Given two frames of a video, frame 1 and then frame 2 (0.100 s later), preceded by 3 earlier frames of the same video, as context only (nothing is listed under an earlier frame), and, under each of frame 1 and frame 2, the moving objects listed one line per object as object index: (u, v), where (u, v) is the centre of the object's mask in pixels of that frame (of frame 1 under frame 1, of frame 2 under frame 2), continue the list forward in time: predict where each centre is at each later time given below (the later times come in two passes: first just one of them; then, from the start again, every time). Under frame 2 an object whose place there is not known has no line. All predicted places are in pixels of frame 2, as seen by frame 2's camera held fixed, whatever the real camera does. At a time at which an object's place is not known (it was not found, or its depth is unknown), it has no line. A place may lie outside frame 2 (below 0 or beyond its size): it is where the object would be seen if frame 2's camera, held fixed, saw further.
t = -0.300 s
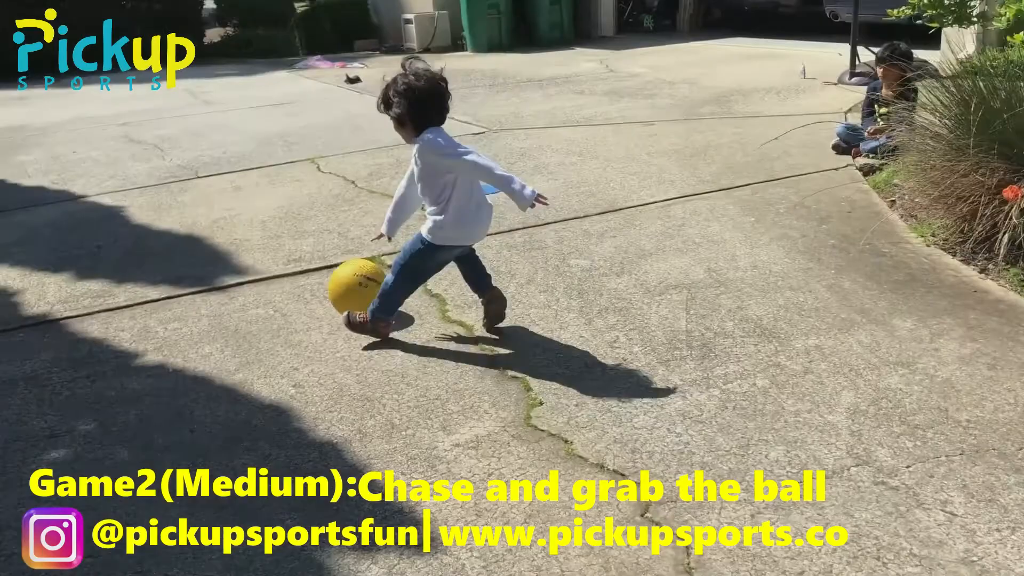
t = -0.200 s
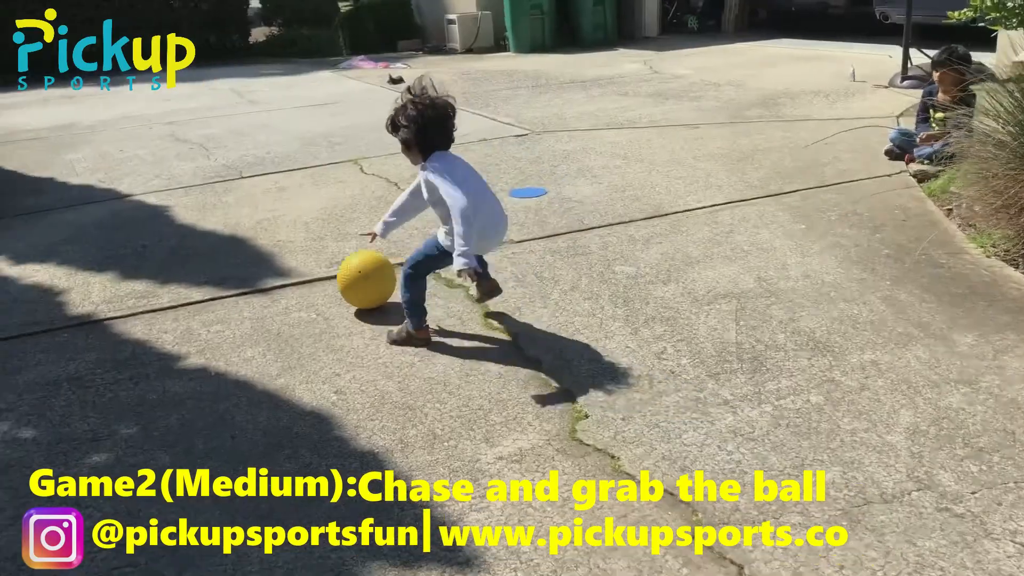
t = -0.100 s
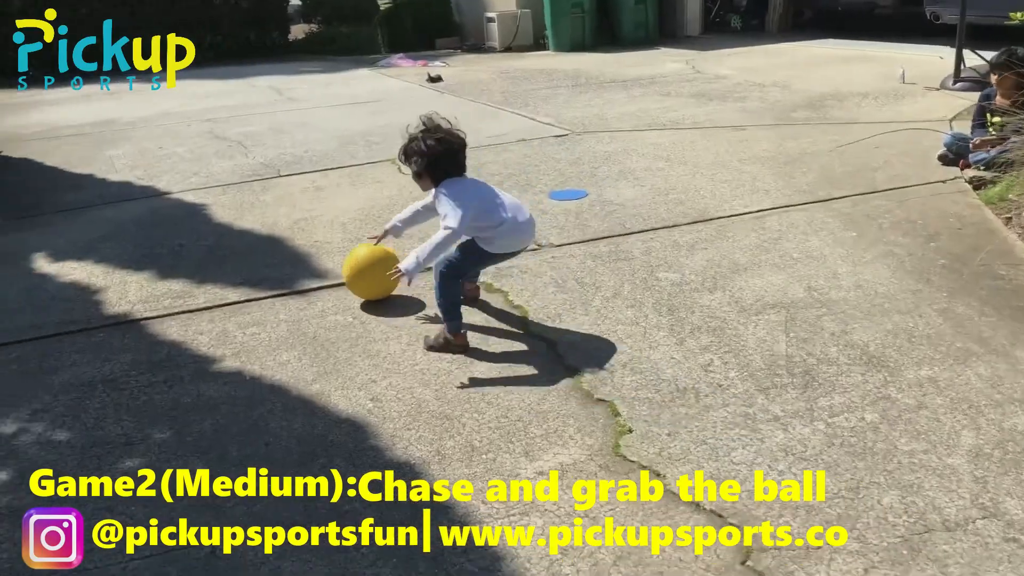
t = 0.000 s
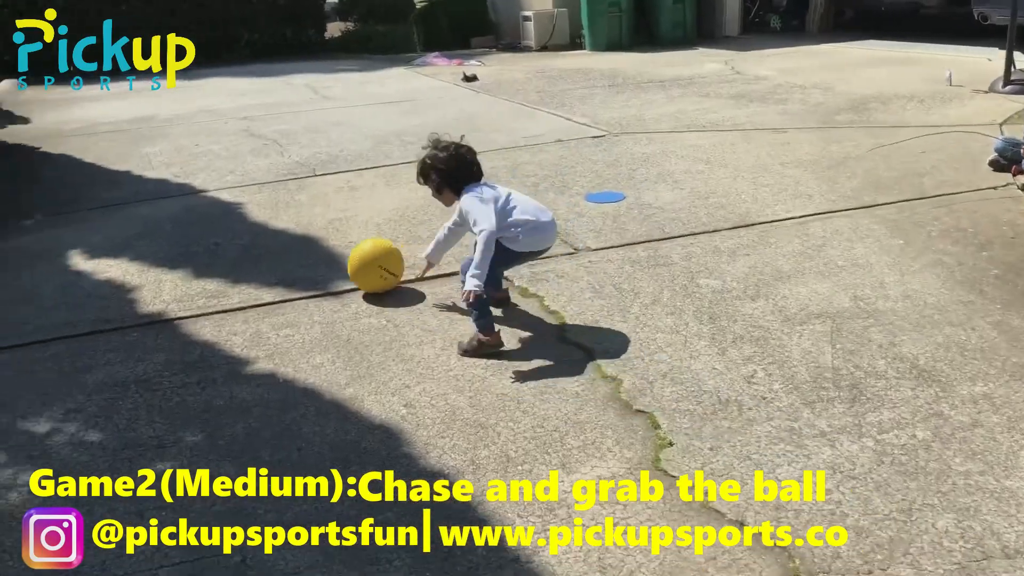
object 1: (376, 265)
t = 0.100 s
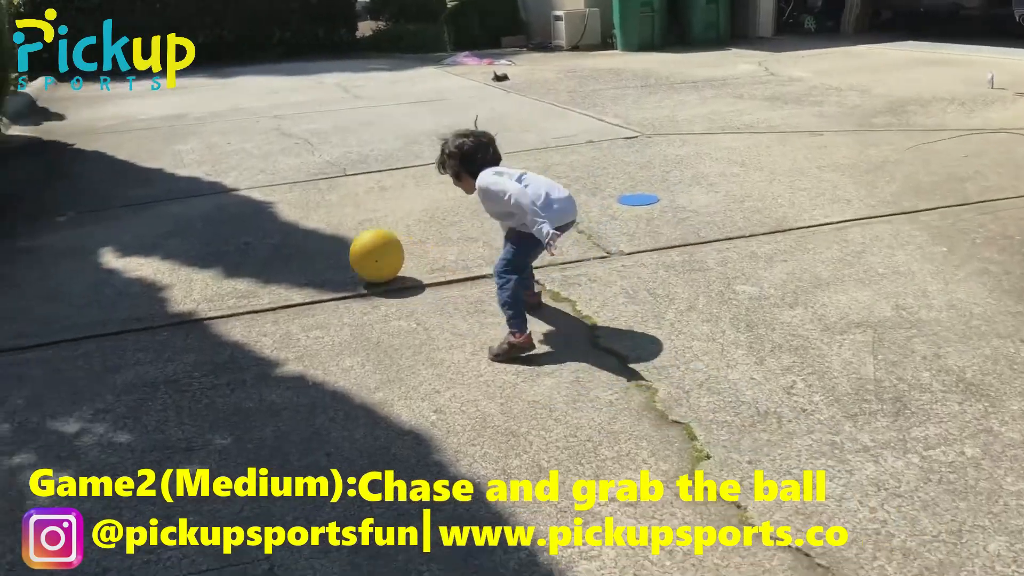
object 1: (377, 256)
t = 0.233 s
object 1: (341, 244)
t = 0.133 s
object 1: (367, 253)
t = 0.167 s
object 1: (359, 250)
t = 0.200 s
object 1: (350, 247)
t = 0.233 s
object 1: (341, 244)
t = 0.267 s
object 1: (332, 241)
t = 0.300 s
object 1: (324, 238)
